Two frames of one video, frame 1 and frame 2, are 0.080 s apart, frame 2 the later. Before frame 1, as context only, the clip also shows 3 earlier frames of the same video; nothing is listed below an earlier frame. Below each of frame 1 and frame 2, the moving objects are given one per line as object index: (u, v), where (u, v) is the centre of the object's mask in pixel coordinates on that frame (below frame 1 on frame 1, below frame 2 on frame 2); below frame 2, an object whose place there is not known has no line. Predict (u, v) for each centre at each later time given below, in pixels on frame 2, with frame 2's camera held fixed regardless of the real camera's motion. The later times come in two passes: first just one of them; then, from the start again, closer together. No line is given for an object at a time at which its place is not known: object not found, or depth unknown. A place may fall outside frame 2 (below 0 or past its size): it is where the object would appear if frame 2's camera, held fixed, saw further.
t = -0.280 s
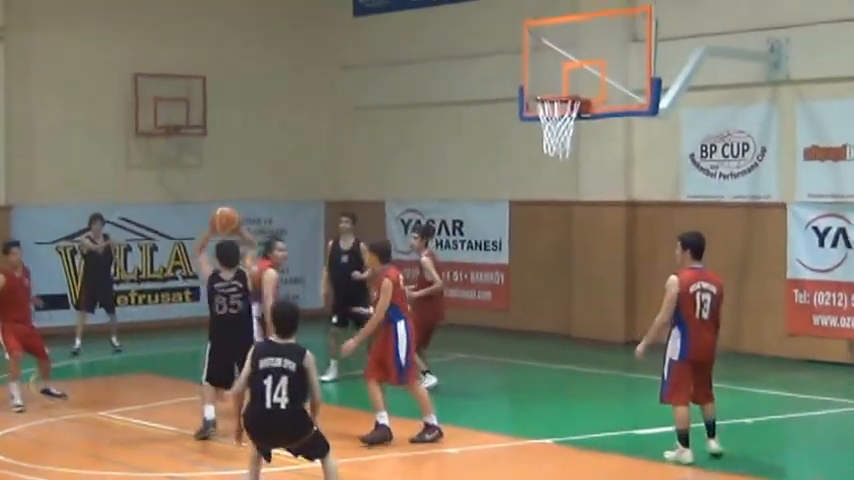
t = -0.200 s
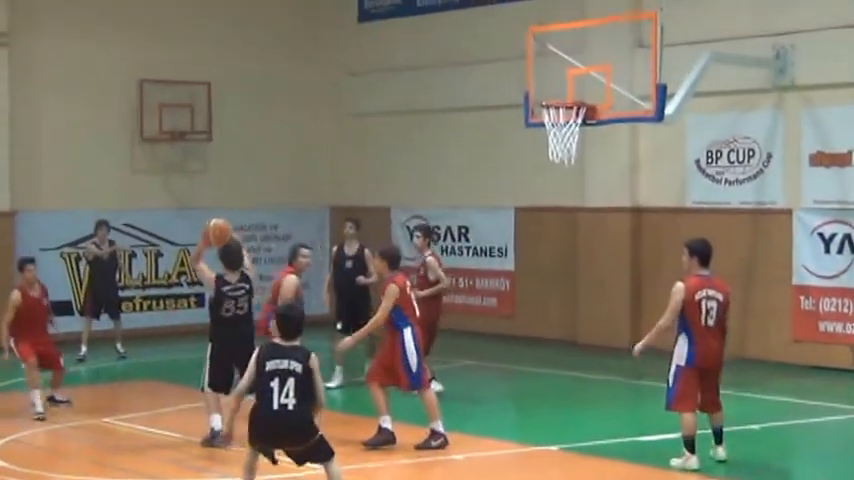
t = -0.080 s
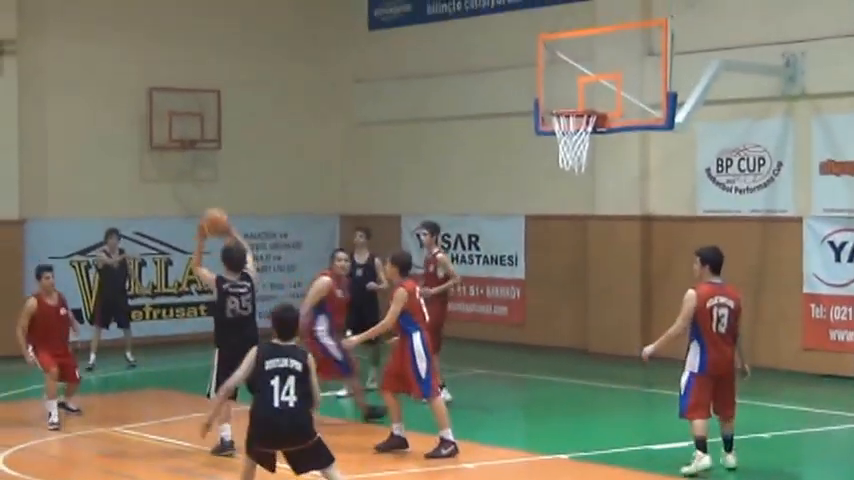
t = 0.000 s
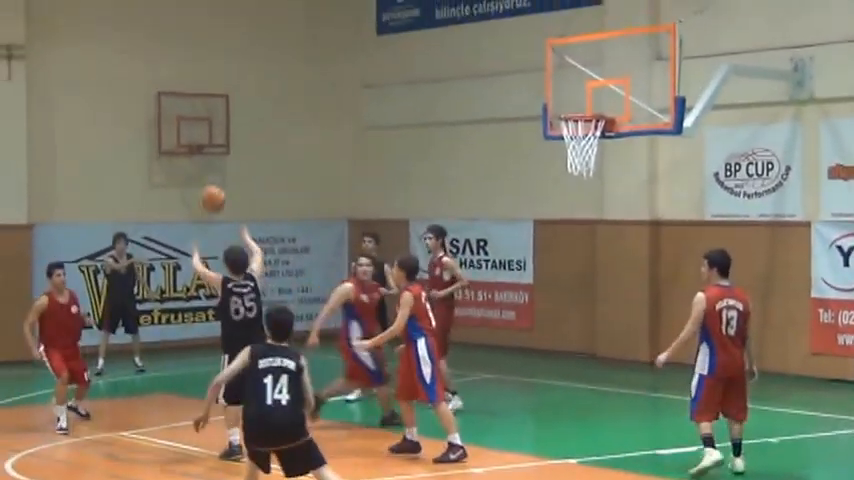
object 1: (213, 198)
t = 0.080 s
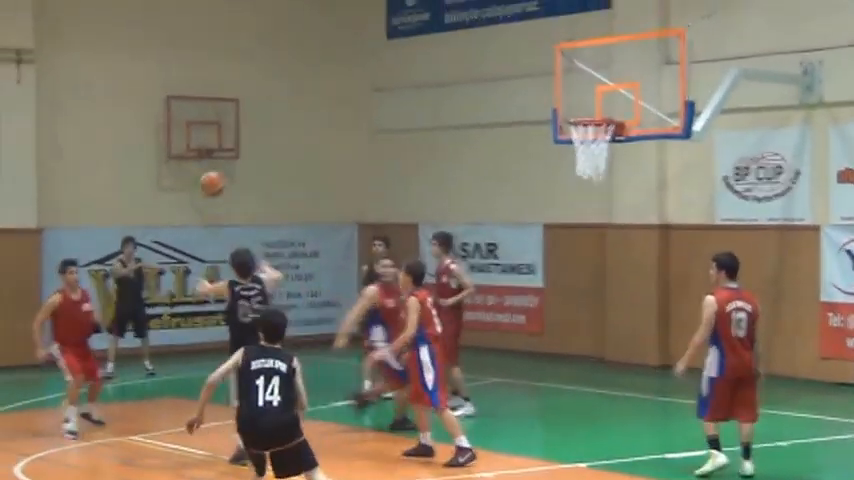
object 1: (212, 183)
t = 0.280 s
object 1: (192, 168)
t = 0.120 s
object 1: (205, 177)
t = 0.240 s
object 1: (196, 168)
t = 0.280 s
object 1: (192, 168)
